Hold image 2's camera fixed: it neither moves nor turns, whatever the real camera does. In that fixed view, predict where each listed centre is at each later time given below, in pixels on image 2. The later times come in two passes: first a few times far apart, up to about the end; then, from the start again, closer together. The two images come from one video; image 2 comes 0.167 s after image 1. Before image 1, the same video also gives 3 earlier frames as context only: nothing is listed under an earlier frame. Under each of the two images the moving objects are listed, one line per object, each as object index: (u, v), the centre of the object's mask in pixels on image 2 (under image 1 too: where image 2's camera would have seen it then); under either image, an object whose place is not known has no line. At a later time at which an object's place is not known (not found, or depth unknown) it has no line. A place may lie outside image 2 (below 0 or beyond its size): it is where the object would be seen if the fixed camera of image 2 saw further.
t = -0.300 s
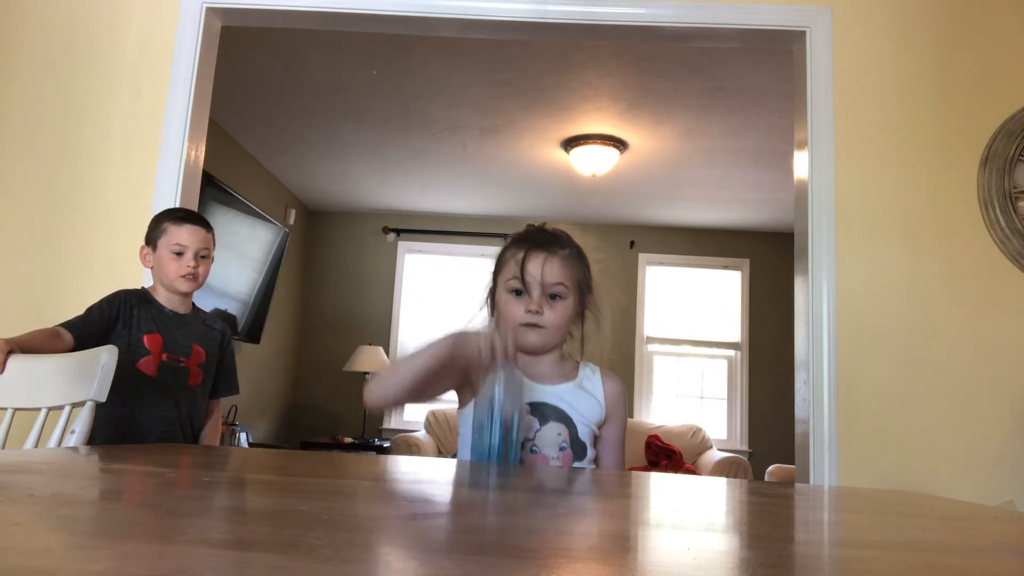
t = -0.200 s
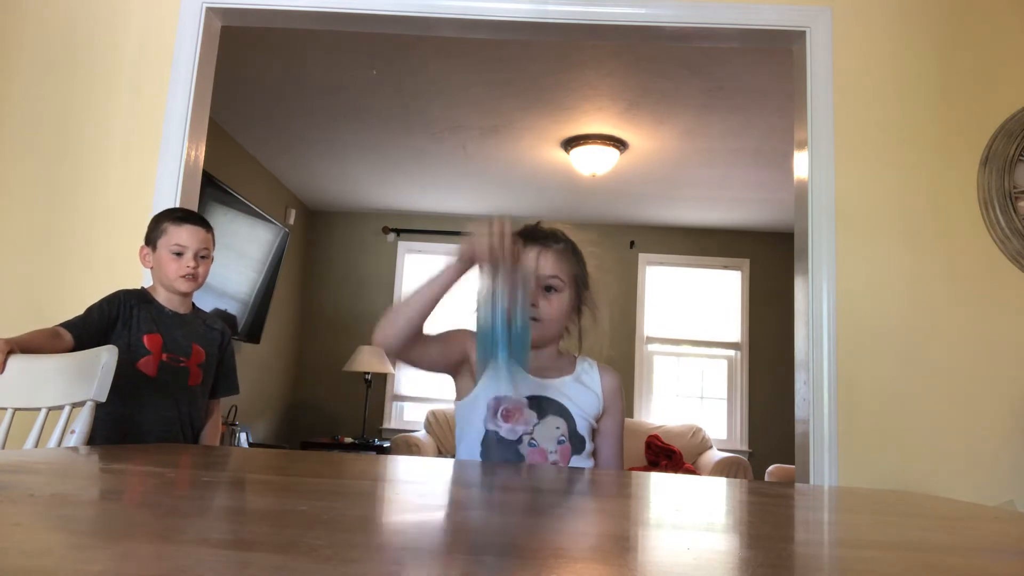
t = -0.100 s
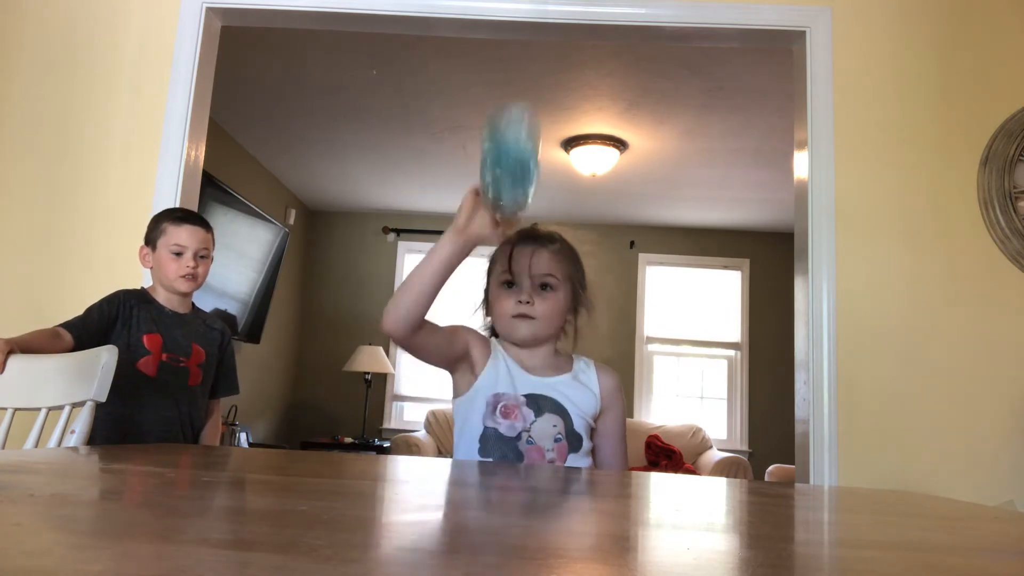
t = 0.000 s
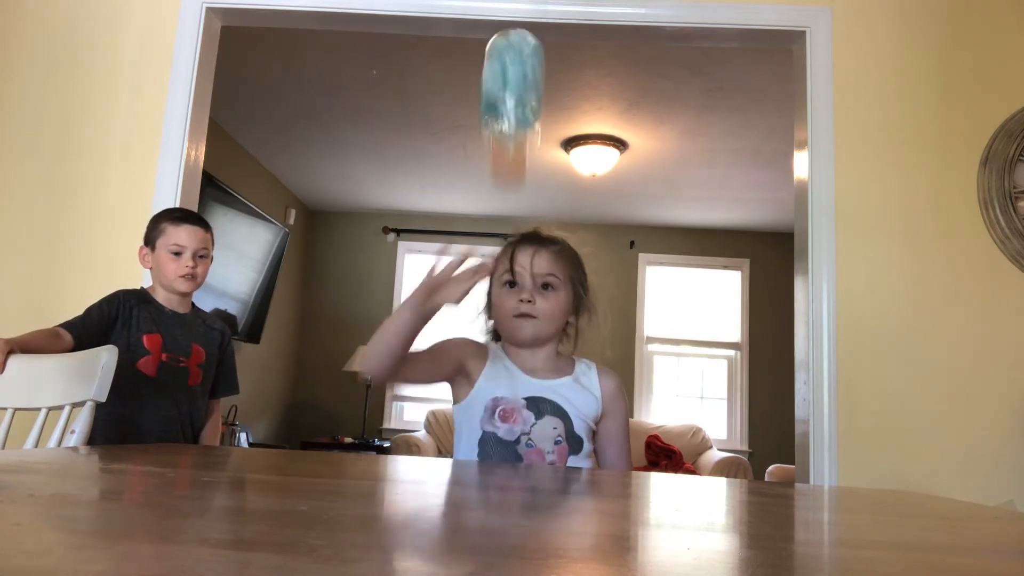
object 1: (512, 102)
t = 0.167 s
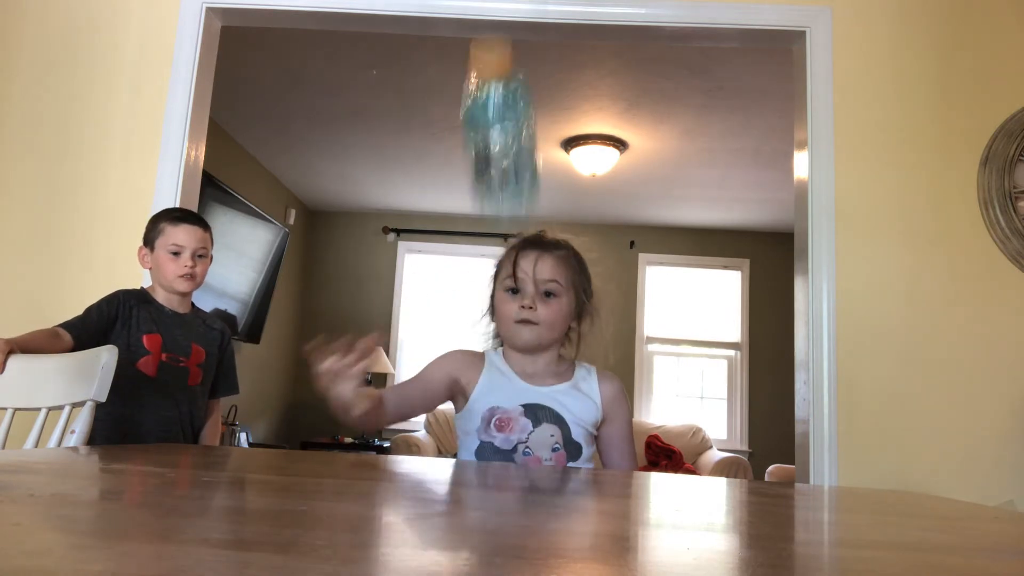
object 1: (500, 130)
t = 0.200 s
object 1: (497, 176)
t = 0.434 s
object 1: (516, 392)
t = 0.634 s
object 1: (586, 454)
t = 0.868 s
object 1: (637, 465)
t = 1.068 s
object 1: (660, 471)
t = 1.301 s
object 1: (688, 479)
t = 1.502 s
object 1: (713, 486)
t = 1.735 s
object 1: (743, 493)
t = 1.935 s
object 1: (774, 496)
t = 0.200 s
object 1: (497, 176)
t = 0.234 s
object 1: (496, 242)
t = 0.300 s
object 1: (488, 391)
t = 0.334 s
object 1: (490, 389)
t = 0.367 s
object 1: (493, 398)
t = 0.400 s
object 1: (506, 392)
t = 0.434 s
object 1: (516, 392)
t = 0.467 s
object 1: (528, 398)
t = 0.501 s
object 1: (533, 415)
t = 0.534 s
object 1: (549, 424)
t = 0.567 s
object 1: (566, 447)
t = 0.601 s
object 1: (582, 452)
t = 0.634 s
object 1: (586, 454)
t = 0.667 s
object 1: (595, 459)
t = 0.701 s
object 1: (603, 460)
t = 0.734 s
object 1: (609, 461)
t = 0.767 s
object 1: (617, 462)
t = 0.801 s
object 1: (624, 463)
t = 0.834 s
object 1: (630, 464)
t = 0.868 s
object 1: (637, 465)
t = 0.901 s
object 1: (641, 466)
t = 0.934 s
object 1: (646, 468)
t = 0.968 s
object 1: (650, 469)
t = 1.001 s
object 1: (653, 470)
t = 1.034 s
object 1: (657, 471)
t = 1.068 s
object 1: (660, 471)
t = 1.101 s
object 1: (664, 473)
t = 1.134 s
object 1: (667, 474)
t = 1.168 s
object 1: (672, 475)
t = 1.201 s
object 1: (676, 476)
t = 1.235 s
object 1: (681, 477)
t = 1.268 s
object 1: (684, 478)
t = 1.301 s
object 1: (688, 479)
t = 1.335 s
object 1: (690, 480)
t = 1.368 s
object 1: (696, 481)
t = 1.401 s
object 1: (700, 482)
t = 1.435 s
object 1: (705, 483)
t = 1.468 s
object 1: (709, 484)
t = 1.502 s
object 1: (713, 486)
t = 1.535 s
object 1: (718, 487)
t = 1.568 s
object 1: (721, 488)
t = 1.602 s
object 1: (725, 489)
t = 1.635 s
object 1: (730, 490)
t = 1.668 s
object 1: (735, 492)
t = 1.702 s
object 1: (739, 493)
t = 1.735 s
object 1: (743, 493)
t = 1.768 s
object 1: (748, 494)
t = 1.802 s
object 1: (752, 494)
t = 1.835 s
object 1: (757, 495)
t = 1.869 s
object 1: (762, 495)
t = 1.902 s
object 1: (767, 495)
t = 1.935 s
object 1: (774, 496)
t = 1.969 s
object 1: (778, 496)
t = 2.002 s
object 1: (781, 496)
